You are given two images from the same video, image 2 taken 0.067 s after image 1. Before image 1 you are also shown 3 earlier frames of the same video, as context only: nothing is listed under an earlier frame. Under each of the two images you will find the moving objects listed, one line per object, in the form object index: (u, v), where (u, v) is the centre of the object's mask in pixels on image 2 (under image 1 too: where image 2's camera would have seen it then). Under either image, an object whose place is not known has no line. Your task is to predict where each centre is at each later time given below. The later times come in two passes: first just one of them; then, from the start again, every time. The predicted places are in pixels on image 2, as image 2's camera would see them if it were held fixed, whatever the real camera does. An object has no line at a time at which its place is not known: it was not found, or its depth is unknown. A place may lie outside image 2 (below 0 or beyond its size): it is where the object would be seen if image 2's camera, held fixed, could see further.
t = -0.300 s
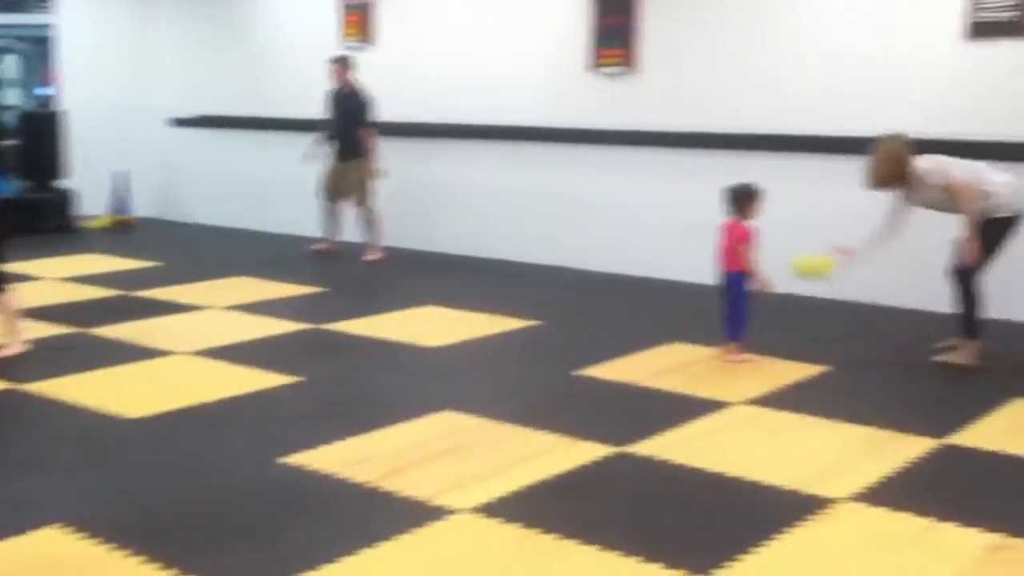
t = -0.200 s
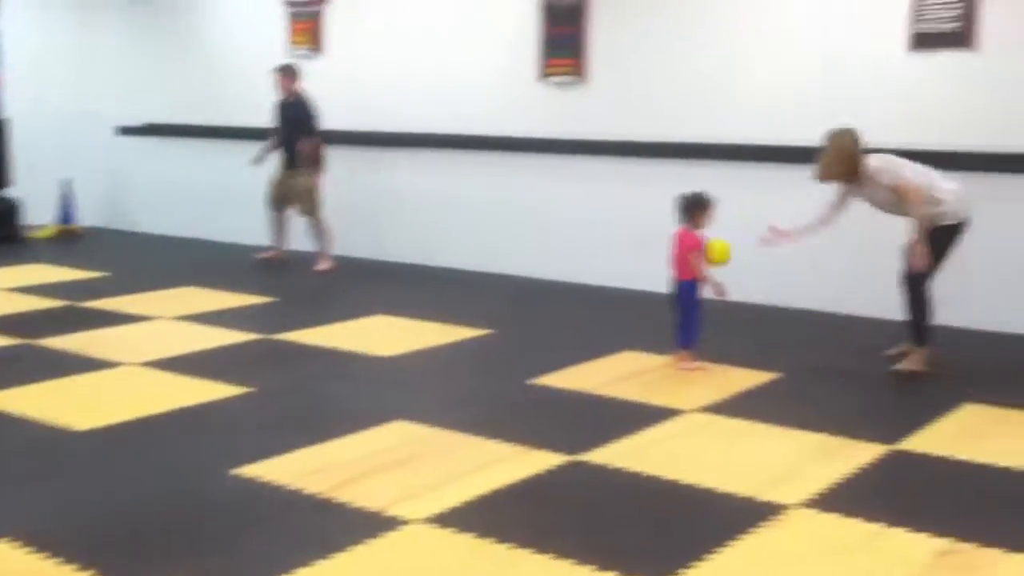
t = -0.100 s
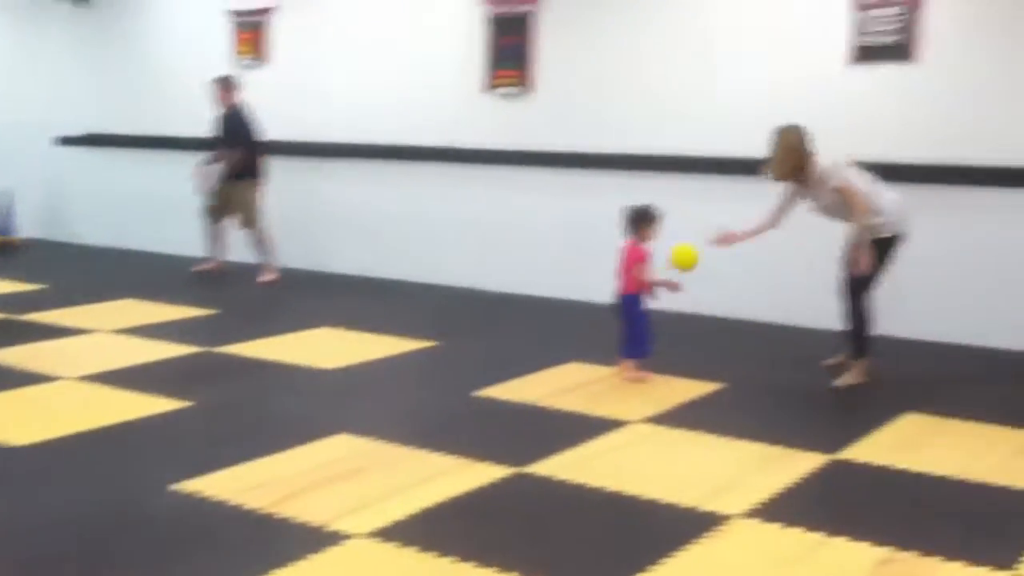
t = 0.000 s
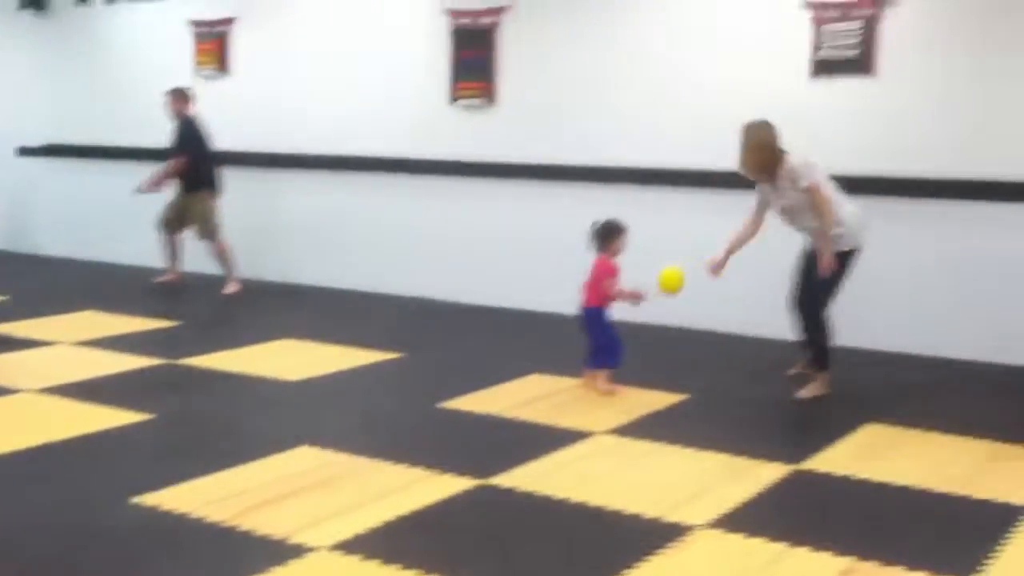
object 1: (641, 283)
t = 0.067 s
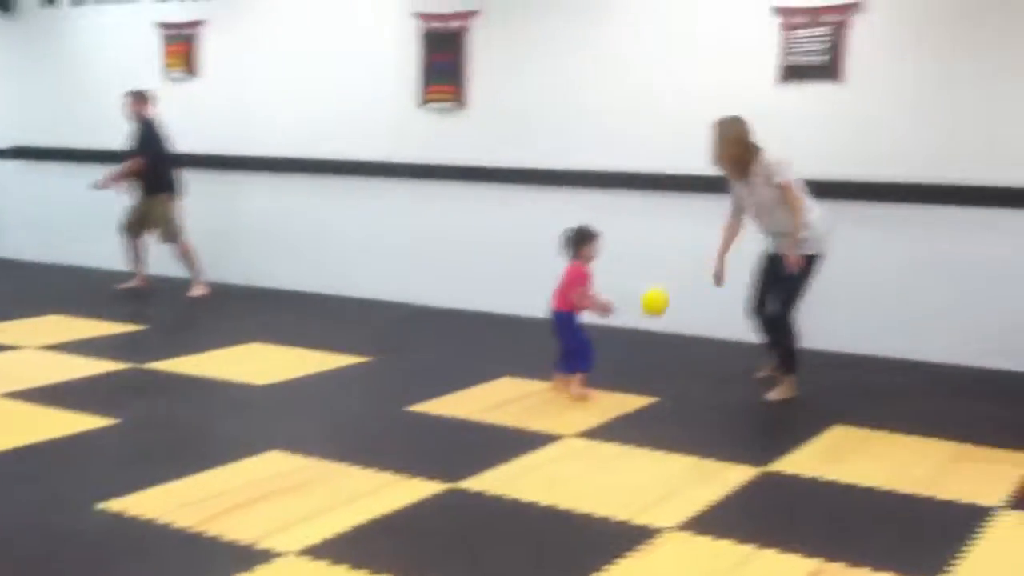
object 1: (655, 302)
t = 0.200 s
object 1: (682, 360)
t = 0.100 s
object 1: (661, 314)
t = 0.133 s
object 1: (668, 327)
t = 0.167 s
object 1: (674, 344)
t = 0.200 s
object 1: (682, 360)
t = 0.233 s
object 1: (688, 380)
